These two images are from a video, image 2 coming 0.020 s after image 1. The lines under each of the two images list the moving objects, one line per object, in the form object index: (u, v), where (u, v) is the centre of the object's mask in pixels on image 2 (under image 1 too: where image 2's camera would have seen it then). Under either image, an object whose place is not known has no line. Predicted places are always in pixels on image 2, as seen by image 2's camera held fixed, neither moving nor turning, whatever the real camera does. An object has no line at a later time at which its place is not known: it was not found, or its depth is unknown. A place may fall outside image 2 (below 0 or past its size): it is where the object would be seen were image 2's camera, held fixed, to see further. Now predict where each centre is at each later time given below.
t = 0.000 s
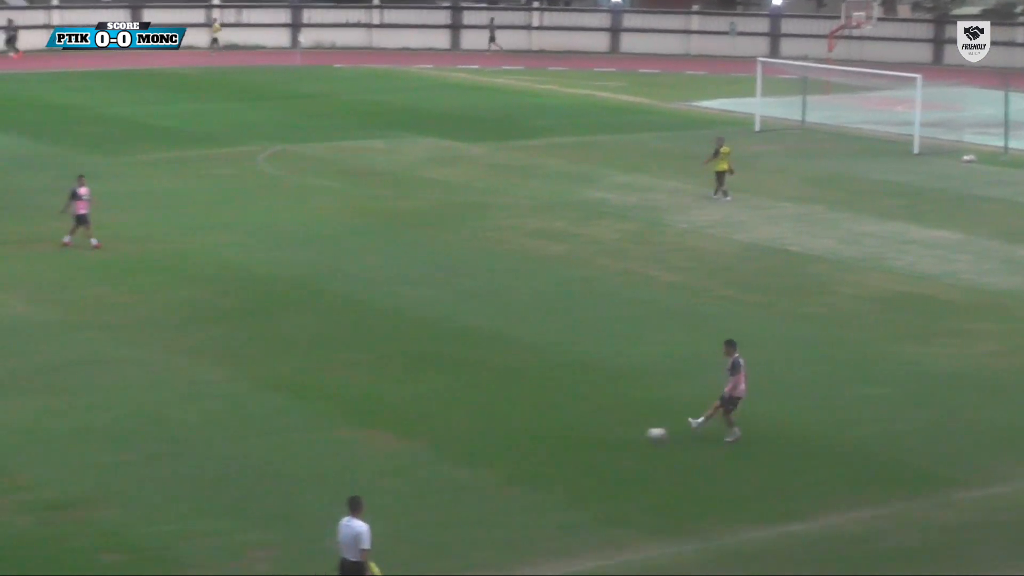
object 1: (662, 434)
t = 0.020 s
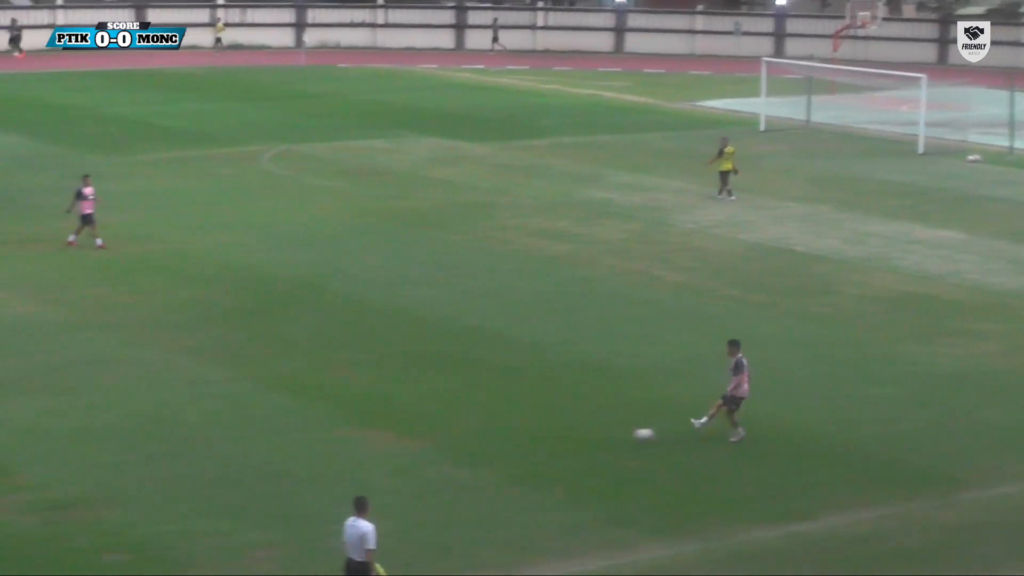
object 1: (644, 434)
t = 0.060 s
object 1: (609, 437)
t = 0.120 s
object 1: (560, 442)
